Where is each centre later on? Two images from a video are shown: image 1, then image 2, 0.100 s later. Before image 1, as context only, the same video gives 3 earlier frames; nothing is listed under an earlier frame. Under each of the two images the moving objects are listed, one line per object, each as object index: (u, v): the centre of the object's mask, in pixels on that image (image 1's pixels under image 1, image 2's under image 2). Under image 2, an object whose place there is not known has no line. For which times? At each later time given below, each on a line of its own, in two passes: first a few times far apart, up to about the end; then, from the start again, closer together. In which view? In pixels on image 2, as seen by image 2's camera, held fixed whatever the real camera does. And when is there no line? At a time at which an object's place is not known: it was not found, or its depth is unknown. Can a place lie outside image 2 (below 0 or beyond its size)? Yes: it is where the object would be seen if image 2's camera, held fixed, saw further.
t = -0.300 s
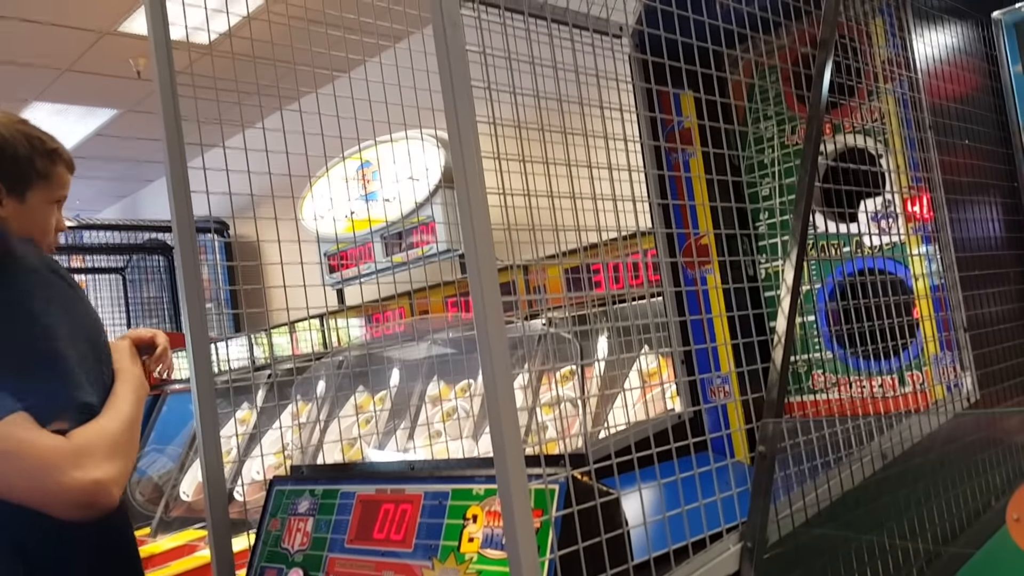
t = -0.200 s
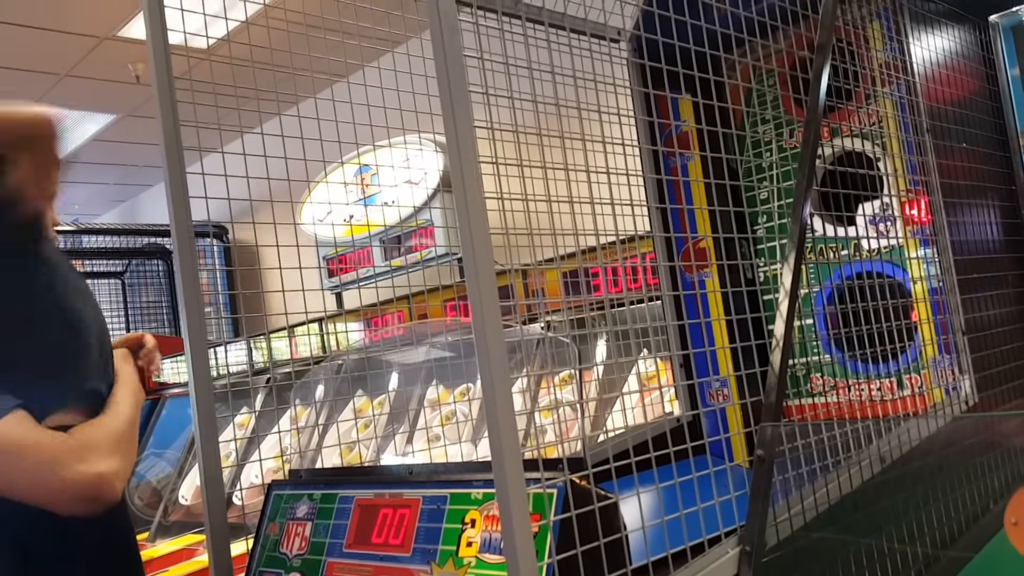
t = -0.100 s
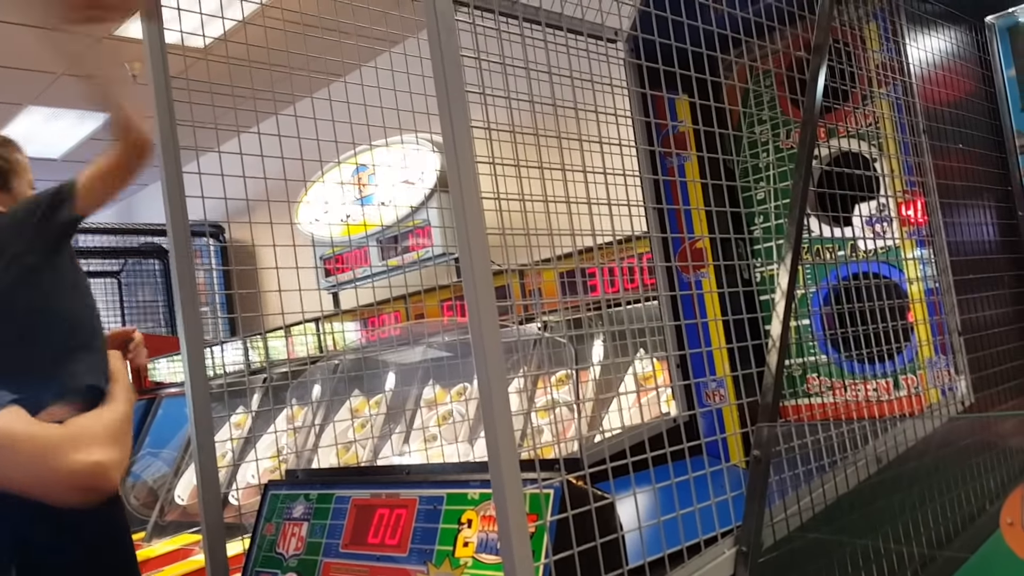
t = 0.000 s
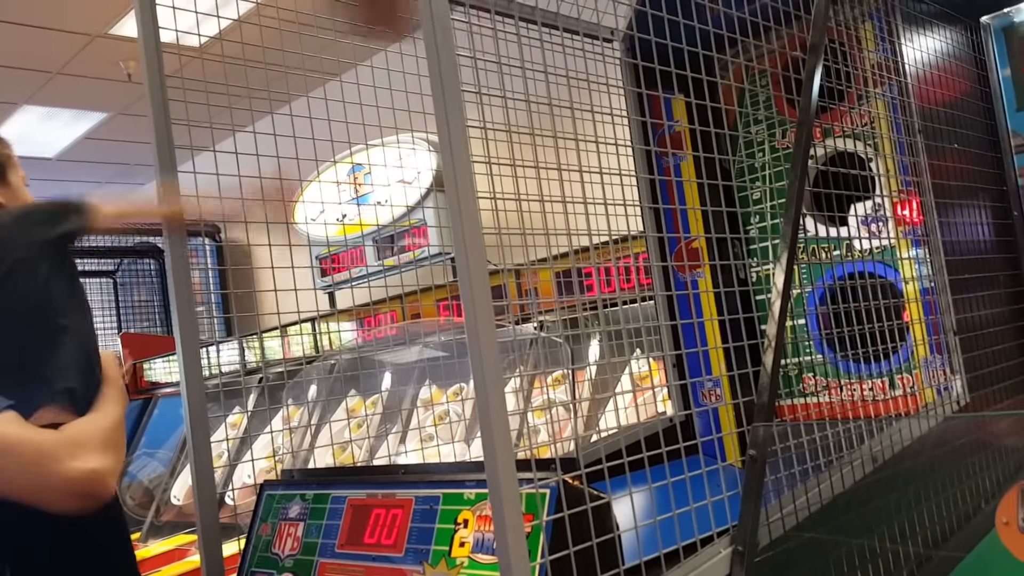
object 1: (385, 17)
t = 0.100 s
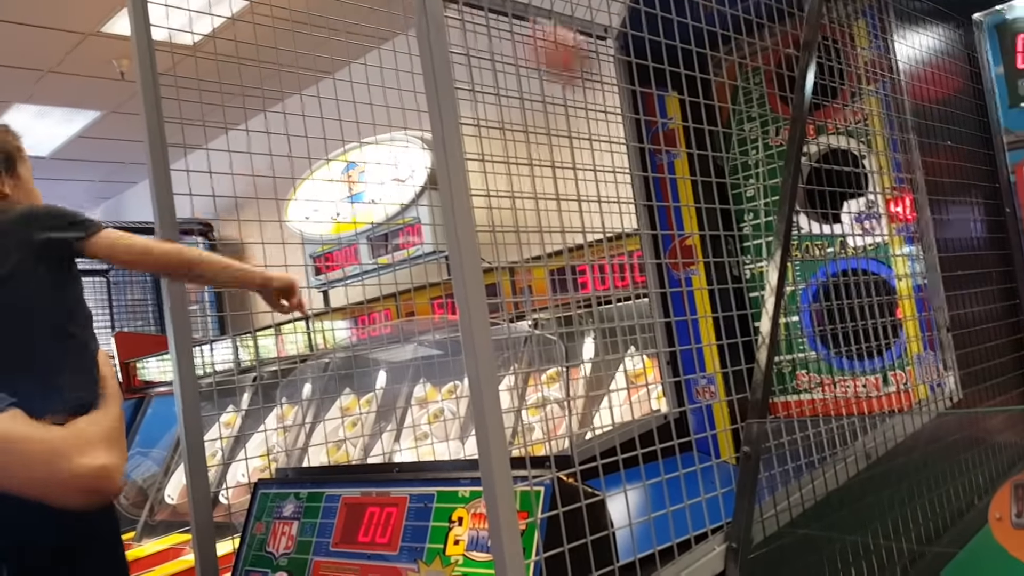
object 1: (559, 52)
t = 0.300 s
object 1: (801, 215)
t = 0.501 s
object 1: (702, 306)
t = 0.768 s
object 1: (670, 444)
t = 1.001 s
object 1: (741, 379)
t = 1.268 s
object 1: (692, 523)
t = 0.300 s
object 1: (801, 215)
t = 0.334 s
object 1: (807, 236)
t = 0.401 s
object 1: (740, 262)
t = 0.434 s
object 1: (720, 279)
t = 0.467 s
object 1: (712, 289)
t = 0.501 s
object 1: (702, 306)
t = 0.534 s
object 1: (693, 323)
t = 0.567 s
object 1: (688, 346)
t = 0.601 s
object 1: (680, 375)
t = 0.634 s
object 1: (675, 412)
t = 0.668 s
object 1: (663, 447)
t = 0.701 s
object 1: (659, 489)
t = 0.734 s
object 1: (663, 467)
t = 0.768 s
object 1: (670, 444)
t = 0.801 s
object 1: (679, 428)
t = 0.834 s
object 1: (688, 412)
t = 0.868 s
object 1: (697, 400)
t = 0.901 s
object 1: (714, 388)
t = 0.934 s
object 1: (725, 384)
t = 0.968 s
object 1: (733, 381)
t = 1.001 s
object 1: (741, 379)
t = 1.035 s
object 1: (775, 393)
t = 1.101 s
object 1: (736, 417)
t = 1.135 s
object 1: (729, 438)
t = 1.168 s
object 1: (722, 464)
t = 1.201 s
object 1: (715, 495)
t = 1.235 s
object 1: (703, 516)
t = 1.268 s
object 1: (692, 523)
